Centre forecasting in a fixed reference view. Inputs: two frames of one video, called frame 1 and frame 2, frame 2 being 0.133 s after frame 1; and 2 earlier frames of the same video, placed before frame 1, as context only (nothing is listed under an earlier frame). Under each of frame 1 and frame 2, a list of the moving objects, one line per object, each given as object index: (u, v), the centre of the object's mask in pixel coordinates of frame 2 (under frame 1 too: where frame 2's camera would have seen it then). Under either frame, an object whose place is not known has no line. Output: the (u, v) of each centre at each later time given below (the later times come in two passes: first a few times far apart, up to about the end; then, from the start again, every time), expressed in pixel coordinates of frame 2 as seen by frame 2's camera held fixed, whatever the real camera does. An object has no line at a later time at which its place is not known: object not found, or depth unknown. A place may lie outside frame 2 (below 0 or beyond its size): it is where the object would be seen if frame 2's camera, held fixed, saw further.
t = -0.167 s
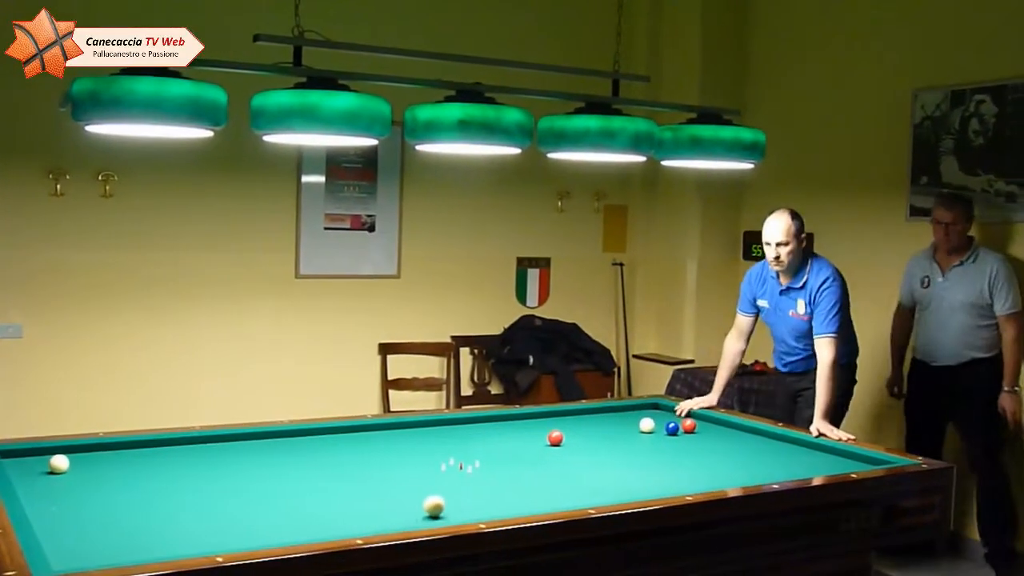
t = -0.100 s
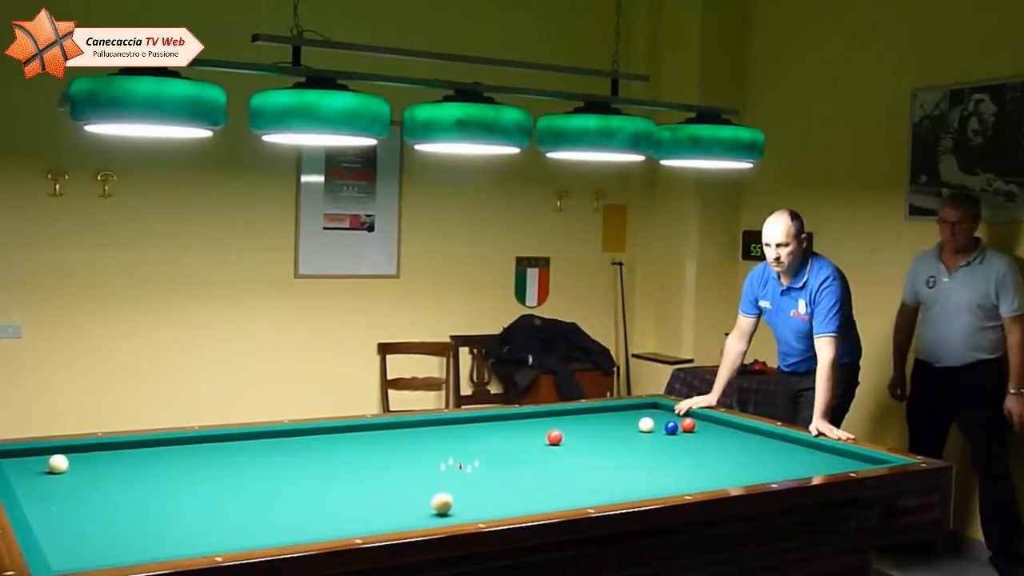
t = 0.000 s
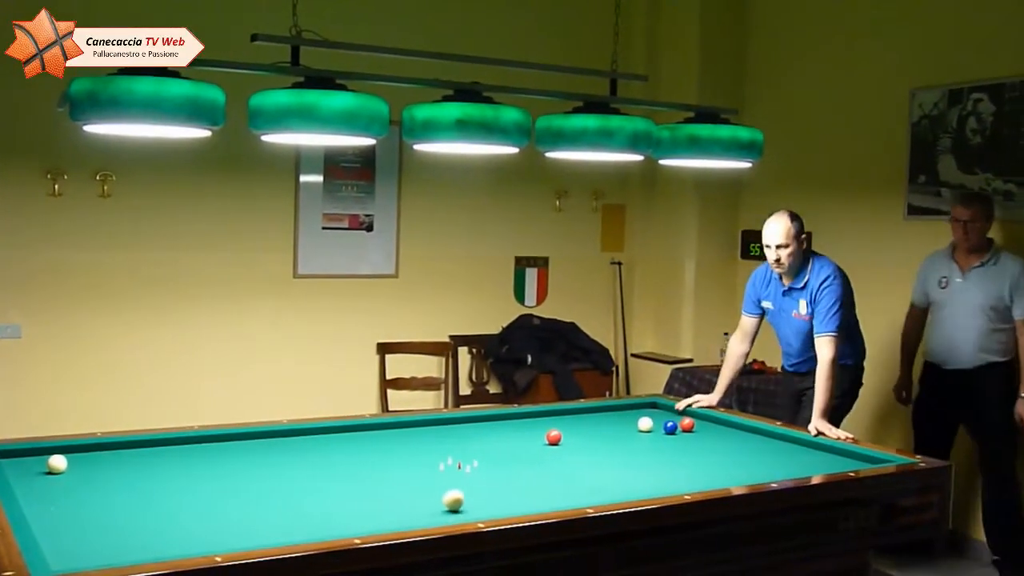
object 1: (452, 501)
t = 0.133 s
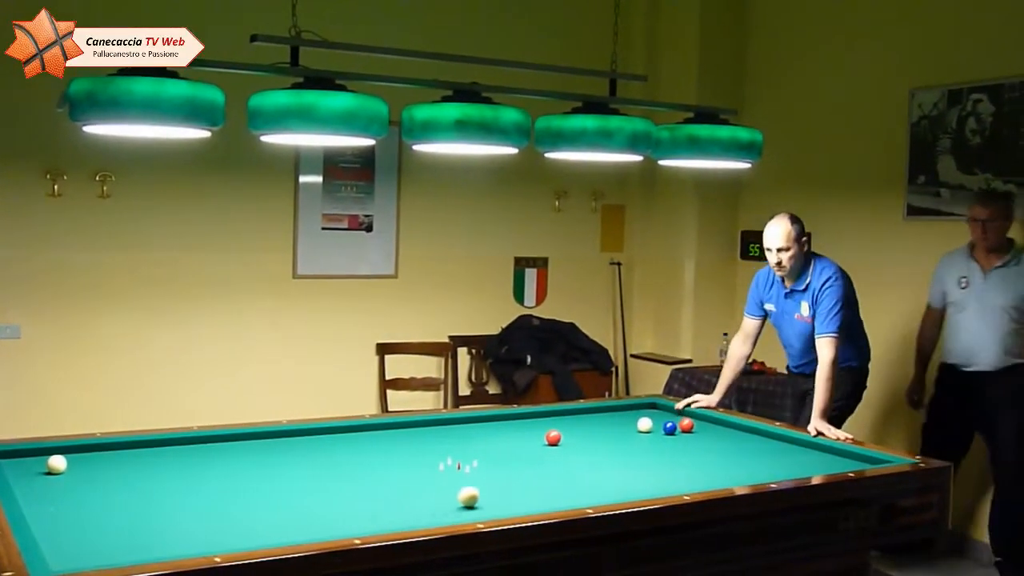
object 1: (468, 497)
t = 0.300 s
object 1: (488, 492)
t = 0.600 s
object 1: (519, 484)
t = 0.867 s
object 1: (545, 477)
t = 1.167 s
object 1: (572, 471)
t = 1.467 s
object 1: (596, 464)
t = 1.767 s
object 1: (618, 458)
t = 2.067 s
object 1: (639, 453)
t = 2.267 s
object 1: (652, 449)
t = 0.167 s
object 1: (473, 496)
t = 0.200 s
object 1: (476, 495)
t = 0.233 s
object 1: (480, 494)
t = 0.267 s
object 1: (484, 493)
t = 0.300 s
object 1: (488, 492)
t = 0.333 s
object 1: (491, 491)
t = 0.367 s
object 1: (495, 490)
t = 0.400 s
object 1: (498, 489)
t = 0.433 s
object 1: (502, 488)
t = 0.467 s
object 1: (505, 487)
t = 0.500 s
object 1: (509, 486)
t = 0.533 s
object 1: (512, 486)
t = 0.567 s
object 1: (516, 484)
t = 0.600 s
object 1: (519, 484)
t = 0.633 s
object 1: (523, 483)
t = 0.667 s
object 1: (526, 482)
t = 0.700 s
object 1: (529, 481)
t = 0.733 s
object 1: (532, 480)
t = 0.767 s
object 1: (536, 480)
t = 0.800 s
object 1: (539, 479)
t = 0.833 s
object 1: (542, 478)
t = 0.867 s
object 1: (545, 477)
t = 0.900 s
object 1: (548, 477)
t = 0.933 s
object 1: (551, 476)
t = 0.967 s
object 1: (554, 475)
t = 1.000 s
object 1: (557, 474)
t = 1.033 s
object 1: (560, 473)
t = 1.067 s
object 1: (563, 473)
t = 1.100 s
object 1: (566, 472)
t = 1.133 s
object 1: (569, 471)
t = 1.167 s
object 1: (572, 471)
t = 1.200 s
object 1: (575, 470)
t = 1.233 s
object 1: (577, 469)
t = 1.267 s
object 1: (580, 469)
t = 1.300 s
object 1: (583, 468)
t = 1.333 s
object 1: (586, 467)
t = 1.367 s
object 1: (589, 466)
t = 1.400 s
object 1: (591, 465)
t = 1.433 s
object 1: (593, 465)
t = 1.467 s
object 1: (596, 464)
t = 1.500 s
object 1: (599, 463)
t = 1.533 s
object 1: (601, 463)
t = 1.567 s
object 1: (604, 462)
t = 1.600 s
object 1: (607, 461)
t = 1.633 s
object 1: (609, 460)
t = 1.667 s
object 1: (611, 460)
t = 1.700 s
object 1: (614, 459)
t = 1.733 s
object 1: (616, 459)
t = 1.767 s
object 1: (618, 458)
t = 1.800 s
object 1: (621, 457)
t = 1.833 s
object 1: (623, 457)
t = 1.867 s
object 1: (626, 456)
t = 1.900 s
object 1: (628, 456)
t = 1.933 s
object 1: (630, 455)
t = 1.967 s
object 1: (633, 454)
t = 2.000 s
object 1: (635, 454)
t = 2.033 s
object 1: (637, 453)
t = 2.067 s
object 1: (639, 453)
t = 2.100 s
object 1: (641, 452)
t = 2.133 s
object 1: (644, 451)
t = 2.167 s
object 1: (646, 451)
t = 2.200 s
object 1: (648, 450)
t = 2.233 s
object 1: (650, 450)
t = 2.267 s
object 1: (652, 449)
